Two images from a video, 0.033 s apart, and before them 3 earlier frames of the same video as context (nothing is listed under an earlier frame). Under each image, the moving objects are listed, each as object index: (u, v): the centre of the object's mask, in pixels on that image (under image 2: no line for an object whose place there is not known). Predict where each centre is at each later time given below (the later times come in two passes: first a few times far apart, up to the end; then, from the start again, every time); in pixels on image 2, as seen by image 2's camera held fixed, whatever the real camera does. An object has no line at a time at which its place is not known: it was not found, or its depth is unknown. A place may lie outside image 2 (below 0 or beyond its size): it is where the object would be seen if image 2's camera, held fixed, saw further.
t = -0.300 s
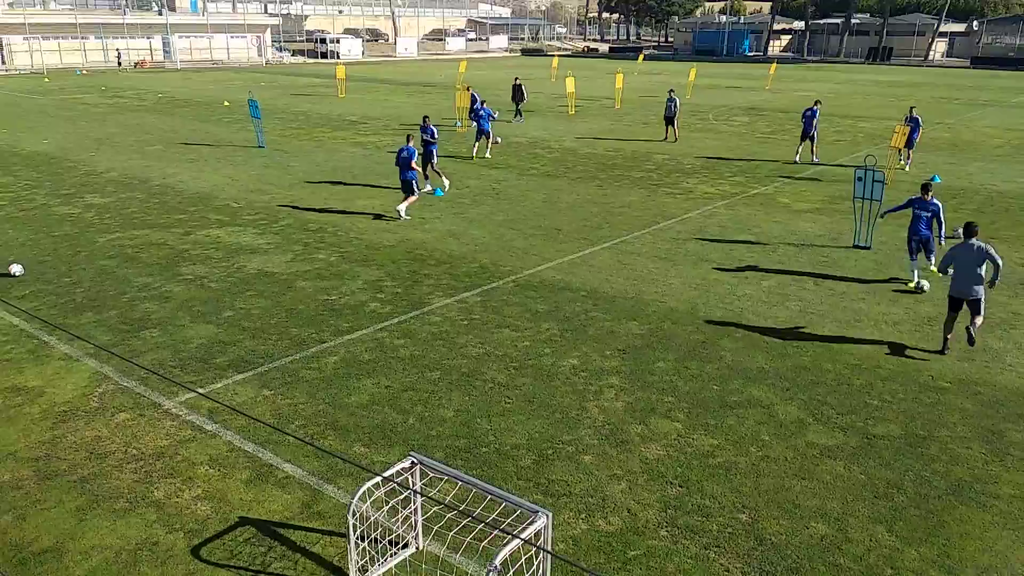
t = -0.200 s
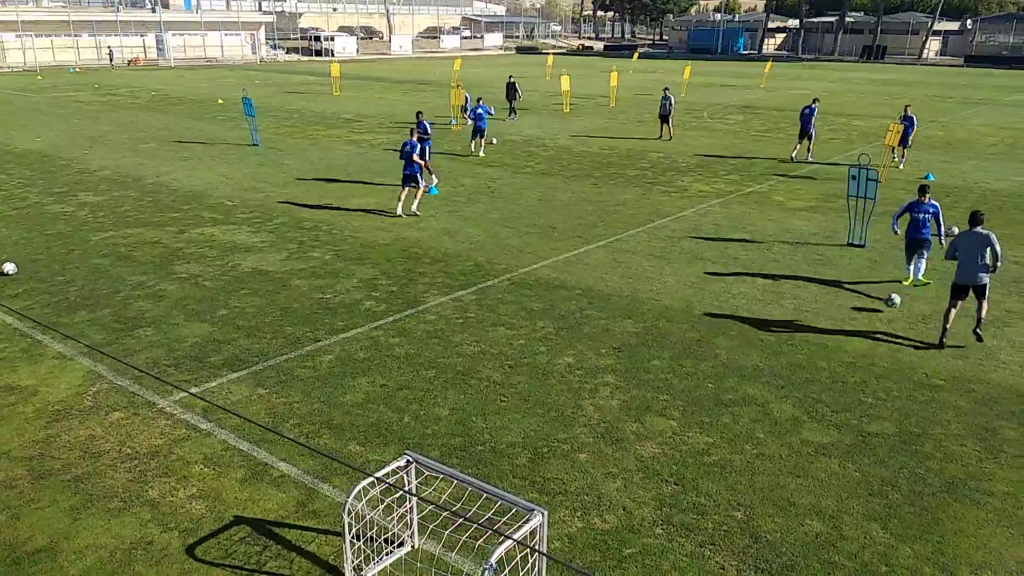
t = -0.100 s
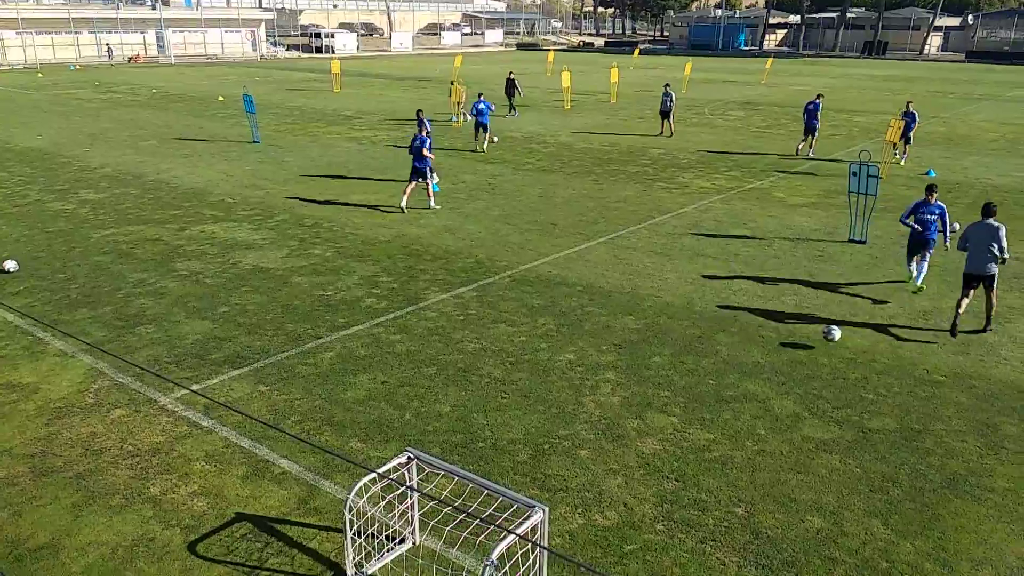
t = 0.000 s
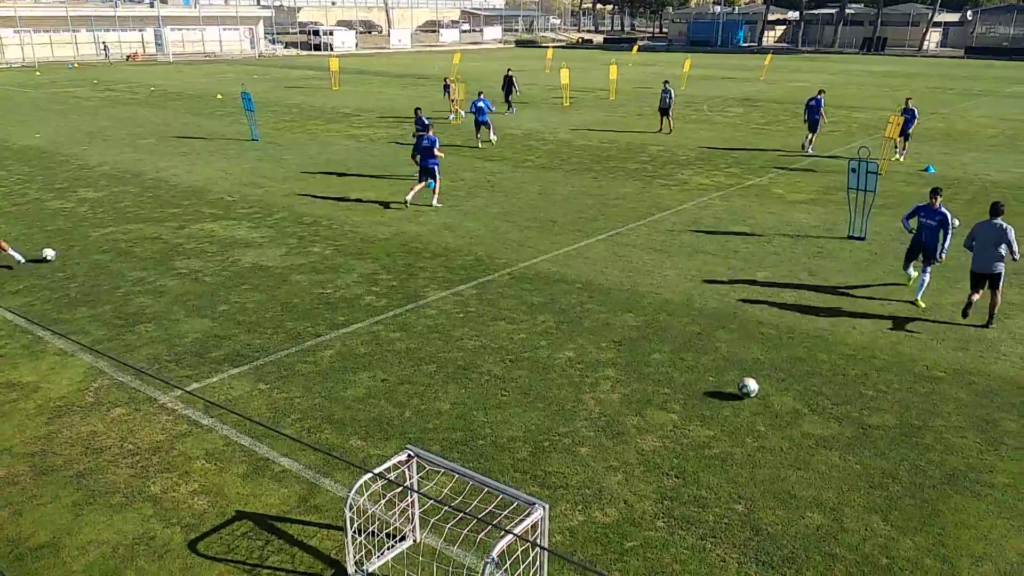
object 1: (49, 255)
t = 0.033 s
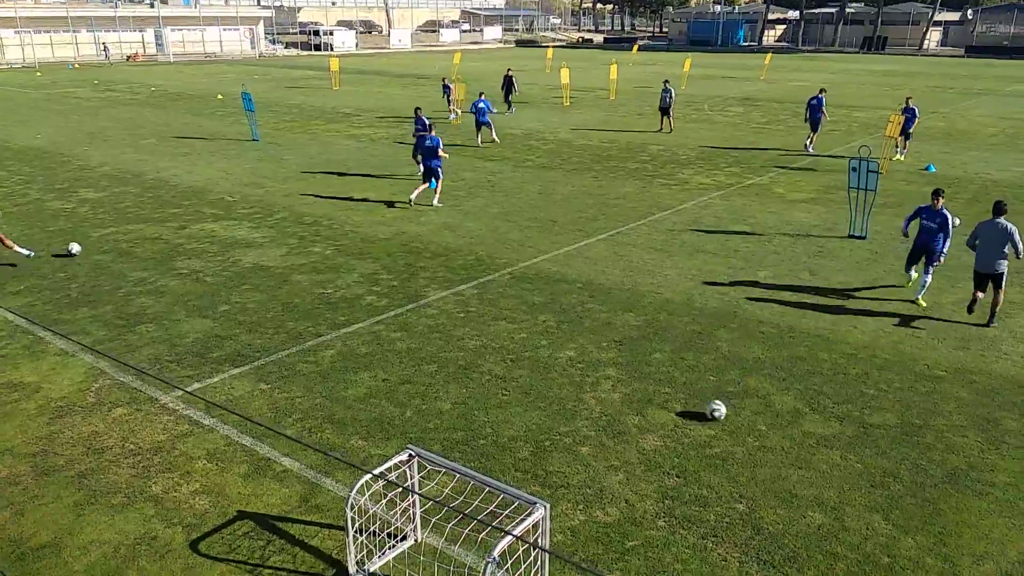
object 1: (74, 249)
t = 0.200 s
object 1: (180, 228)
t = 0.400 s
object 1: (276, 209)
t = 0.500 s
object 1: (312, 200)
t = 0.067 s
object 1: (97, 244)
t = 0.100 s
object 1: (120, 239)
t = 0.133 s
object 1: (142, 236)
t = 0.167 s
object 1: (162, 233)
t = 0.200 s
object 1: (180, 228)
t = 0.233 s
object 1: (197, 223)
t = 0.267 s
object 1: (214, 218)
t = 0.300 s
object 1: (230, 215)
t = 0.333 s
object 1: (246, 213)
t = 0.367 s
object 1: (262, 211)
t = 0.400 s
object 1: (276, 209)
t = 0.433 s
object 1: (289, 206)
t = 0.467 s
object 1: (300, 203)
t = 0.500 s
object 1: (312, 200)
